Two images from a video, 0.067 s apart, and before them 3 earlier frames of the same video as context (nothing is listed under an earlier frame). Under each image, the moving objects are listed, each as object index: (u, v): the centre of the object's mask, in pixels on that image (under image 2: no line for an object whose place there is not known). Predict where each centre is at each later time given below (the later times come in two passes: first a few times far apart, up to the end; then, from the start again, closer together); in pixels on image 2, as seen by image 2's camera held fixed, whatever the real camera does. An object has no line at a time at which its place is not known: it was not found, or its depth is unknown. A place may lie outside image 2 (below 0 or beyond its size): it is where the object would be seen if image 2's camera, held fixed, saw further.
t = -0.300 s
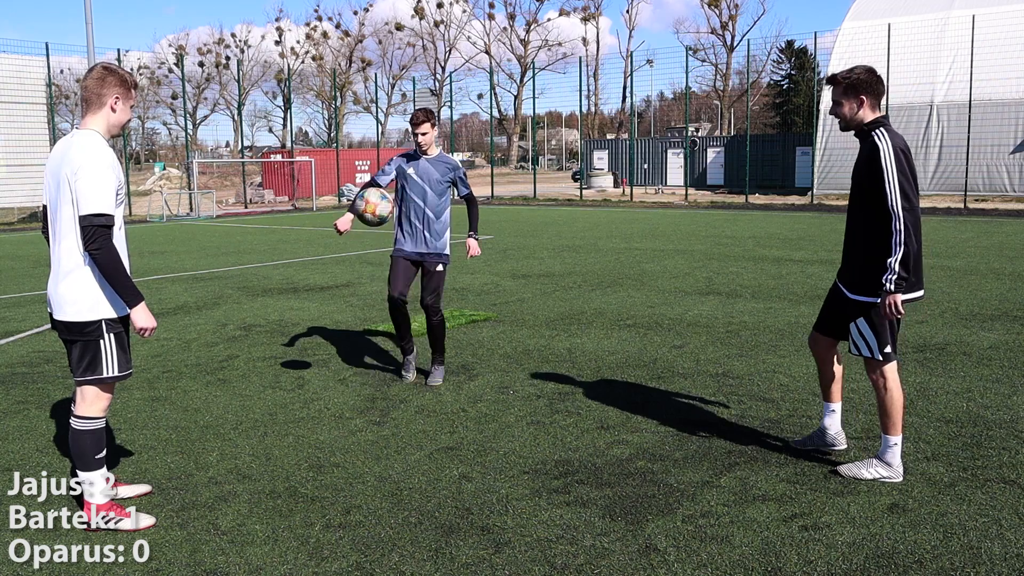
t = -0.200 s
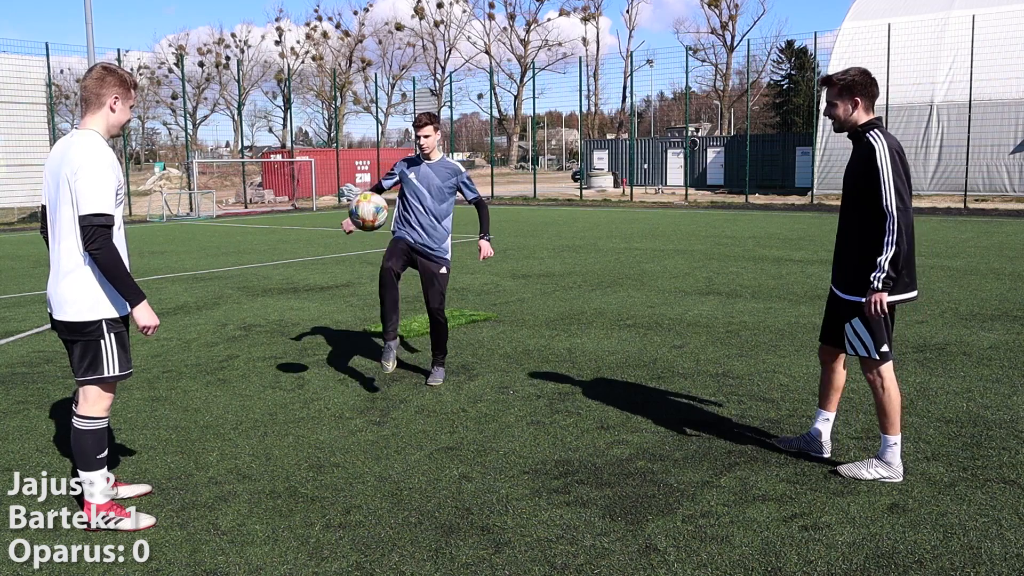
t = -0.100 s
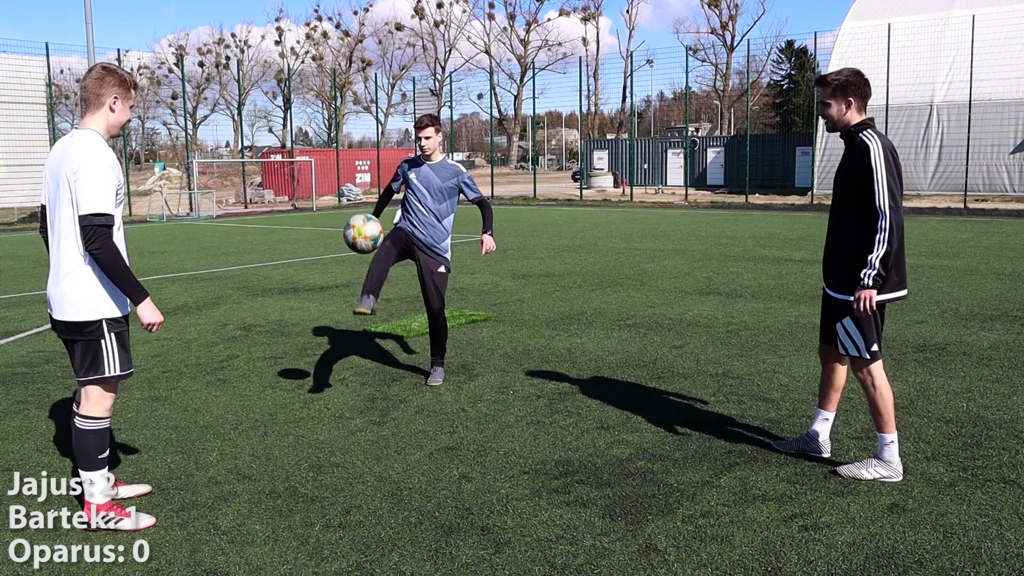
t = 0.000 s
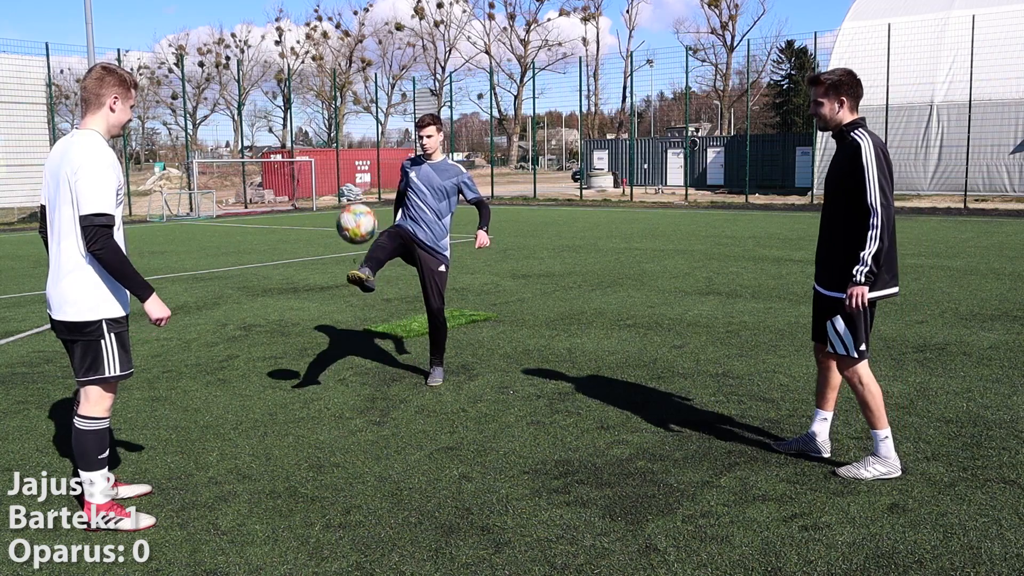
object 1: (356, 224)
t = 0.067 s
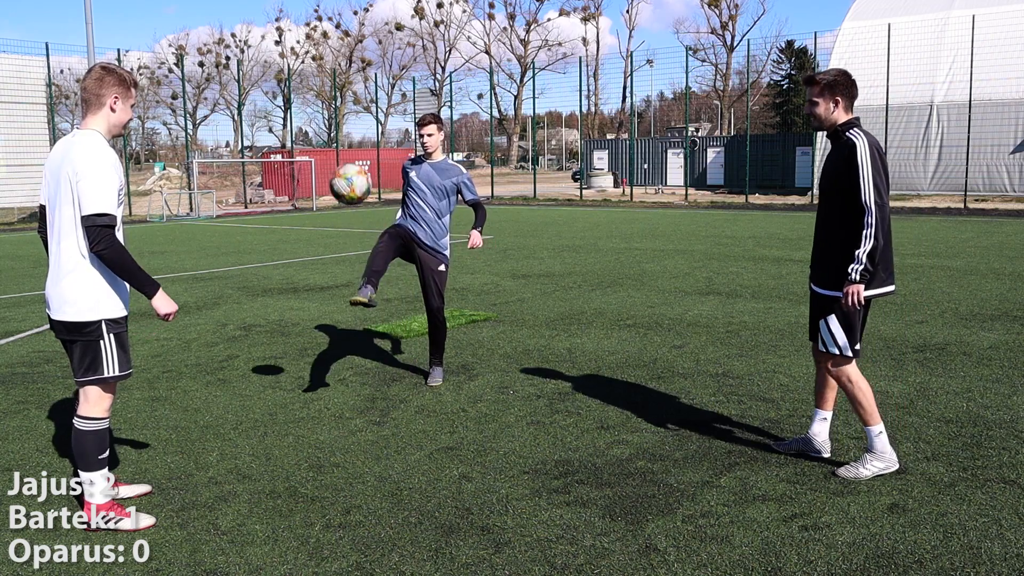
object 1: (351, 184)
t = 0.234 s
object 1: (336, 113)
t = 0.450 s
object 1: (318, 96)
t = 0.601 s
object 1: (306, 145)
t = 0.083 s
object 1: (349, 175)
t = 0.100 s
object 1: (347, 166)
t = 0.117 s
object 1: (346, 158)
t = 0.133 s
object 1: (344, 150)
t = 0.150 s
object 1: (343, 143)
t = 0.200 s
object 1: (338, 124)
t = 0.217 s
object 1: (337, 118)
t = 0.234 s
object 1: (336, 113)
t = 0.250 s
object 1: (334, 108)
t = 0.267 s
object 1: (333, 104)
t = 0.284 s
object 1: (331, 101)
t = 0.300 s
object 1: (330, 98)
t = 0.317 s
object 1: (329, 95)
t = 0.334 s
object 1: (327, 93)
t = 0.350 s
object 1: (326, 92)
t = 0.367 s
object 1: (325, 91)
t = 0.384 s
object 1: (323, 91)
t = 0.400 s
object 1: (322, 91)
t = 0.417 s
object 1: (321, 92)
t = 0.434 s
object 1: (319, 94)
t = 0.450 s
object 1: (318, 96)
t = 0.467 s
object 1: (317, 99)
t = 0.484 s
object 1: (316, 102)
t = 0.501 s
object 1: (314, 106)
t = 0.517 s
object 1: (313, 111)
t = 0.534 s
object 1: (311, 116)
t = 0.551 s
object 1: (310, 123)
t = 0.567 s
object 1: (309, 129)
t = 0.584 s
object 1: (308, 137)
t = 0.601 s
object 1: (306, 145)
